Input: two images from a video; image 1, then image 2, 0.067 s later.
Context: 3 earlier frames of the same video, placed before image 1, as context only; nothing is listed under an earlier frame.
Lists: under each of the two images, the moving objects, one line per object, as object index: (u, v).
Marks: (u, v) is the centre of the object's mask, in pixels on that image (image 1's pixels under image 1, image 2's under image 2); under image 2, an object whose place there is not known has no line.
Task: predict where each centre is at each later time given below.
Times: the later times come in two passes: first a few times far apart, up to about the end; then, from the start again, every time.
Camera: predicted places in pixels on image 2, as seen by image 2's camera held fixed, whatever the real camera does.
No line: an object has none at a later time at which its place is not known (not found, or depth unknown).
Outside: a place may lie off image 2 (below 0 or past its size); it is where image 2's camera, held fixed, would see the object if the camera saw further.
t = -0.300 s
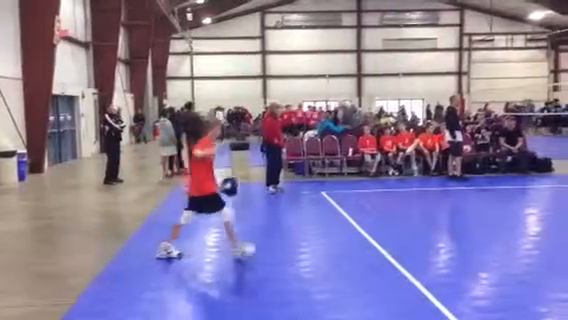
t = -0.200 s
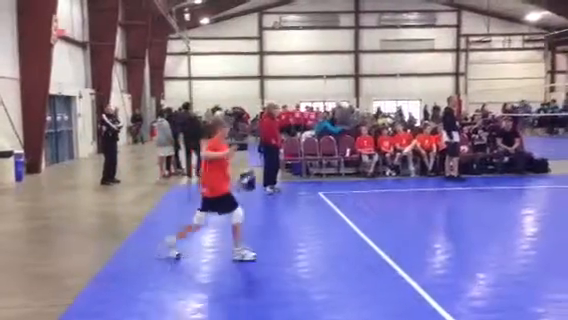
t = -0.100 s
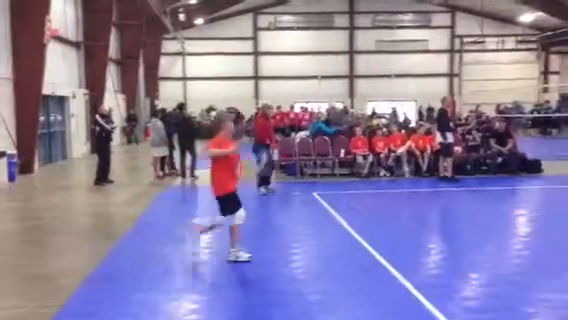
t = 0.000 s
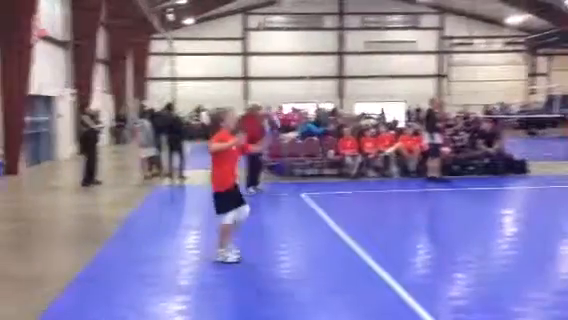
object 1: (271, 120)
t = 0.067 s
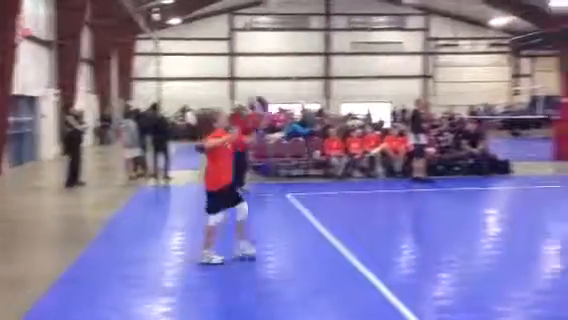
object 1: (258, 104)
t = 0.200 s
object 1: (263, 70)
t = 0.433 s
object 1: (270, 53)
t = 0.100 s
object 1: (259, 93)
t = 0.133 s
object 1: (261, 84)
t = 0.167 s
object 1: (262, 77)
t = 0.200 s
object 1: (263, 70)
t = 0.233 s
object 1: (264, 64)
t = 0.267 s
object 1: (264, 60)
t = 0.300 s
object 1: (266, 56)
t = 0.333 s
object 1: (267, 54)
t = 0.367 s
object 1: (268, 52)
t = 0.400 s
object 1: (269, 52)
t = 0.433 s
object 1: (270, 53)
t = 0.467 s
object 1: (272, 54)
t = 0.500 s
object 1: (273, 58)
